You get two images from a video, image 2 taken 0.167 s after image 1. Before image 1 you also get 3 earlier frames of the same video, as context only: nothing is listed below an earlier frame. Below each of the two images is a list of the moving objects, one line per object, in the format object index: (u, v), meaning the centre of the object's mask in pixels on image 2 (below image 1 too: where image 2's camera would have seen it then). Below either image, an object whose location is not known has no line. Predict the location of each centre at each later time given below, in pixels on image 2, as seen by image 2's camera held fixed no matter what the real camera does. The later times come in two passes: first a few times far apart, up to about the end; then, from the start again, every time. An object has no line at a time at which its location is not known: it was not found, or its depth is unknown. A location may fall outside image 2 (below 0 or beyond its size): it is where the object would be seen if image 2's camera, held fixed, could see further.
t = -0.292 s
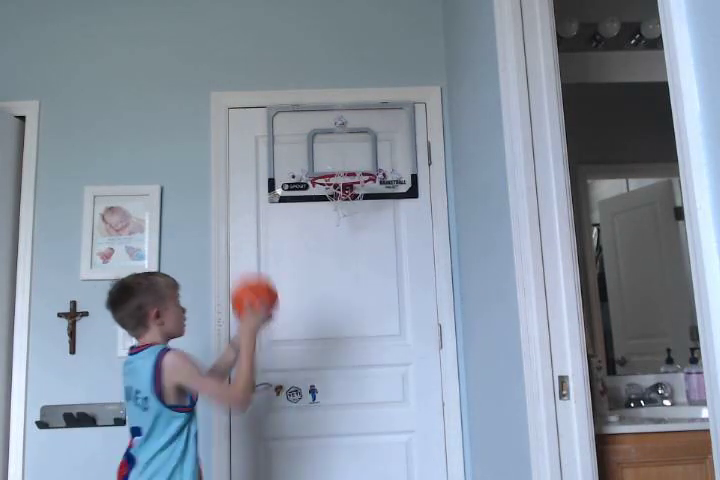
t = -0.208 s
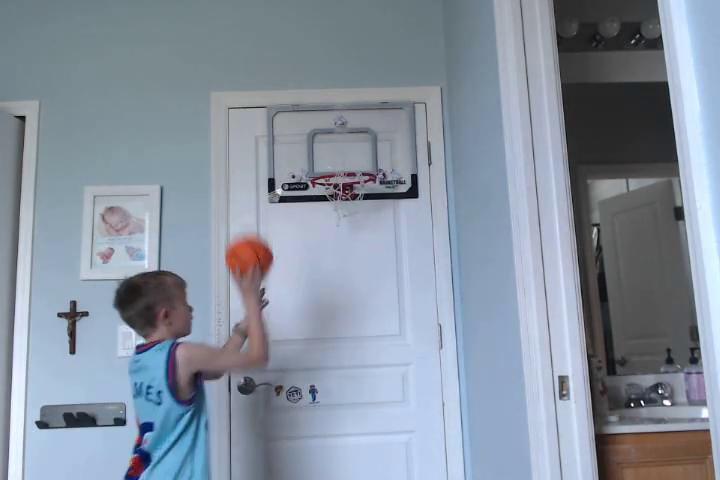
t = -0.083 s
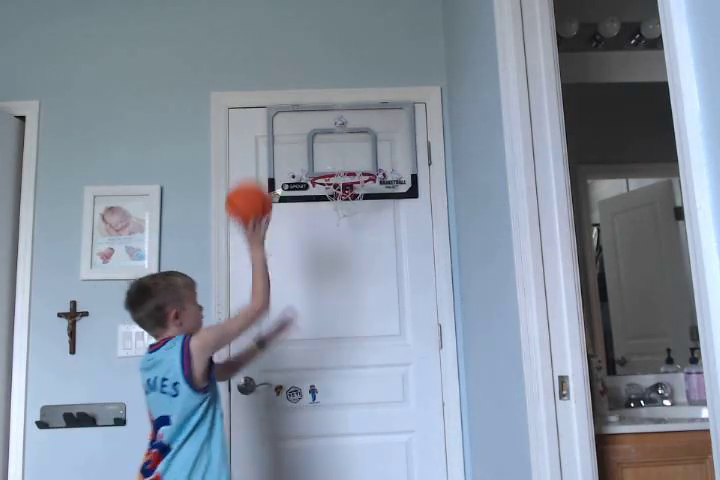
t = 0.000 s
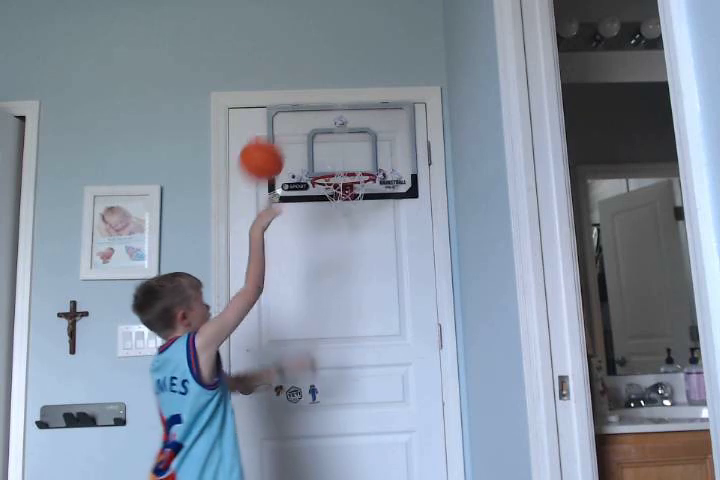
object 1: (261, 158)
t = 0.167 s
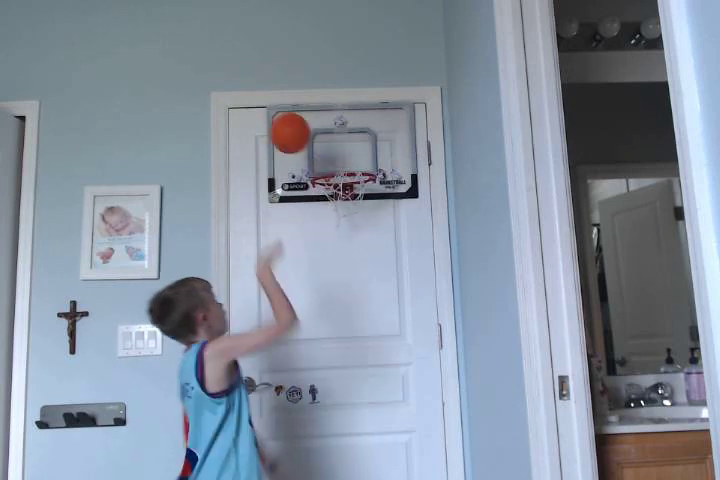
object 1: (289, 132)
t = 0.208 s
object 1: (296, 138)
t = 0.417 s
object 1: (316, 167)
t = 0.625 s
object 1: (333, 180)
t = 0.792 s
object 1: (356, 236)
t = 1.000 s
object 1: (385, 414)
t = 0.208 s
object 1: (296, 138)
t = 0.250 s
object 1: (303, 147)
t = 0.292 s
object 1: (310, 161)
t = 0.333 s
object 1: (313, 167)
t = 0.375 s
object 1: (314, 169)
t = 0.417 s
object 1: (316, 167)
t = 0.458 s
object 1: (318, 164)
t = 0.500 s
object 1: (320, 163)
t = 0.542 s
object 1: (324, 167)
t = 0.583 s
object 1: (326, 172)
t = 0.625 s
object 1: (333, 180)
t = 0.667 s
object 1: (339, 192)
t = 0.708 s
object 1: (345, 202)
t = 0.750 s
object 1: (350, 217)
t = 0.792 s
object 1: (356, 236)
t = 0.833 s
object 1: (362, 261)
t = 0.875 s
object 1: (368, 289)
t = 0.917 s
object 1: (373, 324)
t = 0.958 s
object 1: (380, 367)
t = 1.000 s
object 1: (385, 414)
